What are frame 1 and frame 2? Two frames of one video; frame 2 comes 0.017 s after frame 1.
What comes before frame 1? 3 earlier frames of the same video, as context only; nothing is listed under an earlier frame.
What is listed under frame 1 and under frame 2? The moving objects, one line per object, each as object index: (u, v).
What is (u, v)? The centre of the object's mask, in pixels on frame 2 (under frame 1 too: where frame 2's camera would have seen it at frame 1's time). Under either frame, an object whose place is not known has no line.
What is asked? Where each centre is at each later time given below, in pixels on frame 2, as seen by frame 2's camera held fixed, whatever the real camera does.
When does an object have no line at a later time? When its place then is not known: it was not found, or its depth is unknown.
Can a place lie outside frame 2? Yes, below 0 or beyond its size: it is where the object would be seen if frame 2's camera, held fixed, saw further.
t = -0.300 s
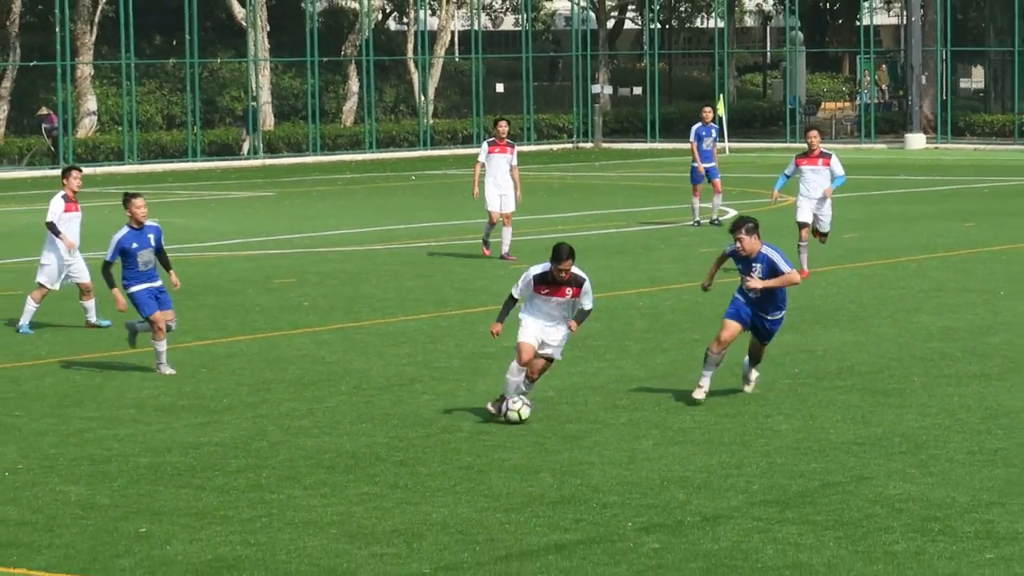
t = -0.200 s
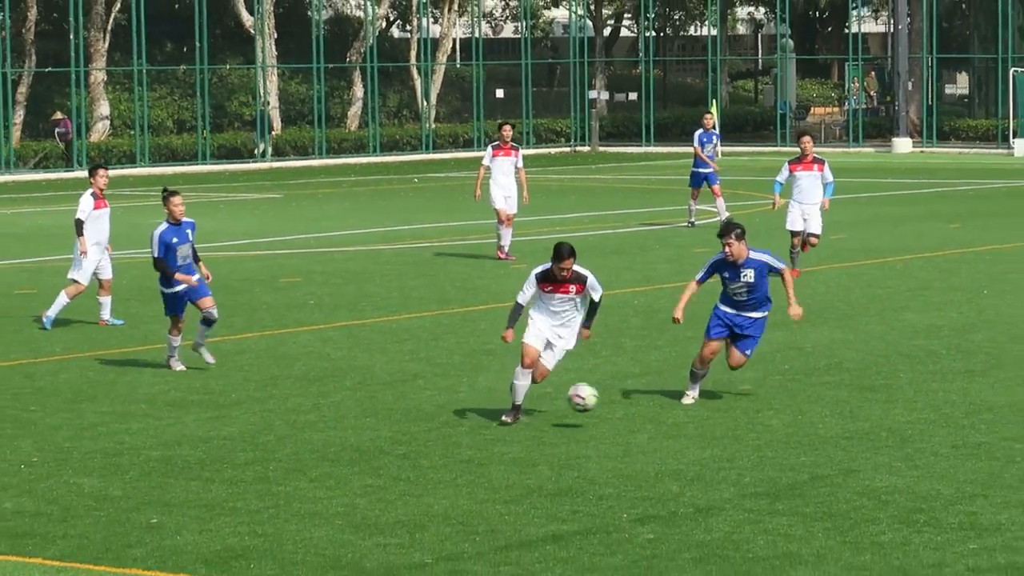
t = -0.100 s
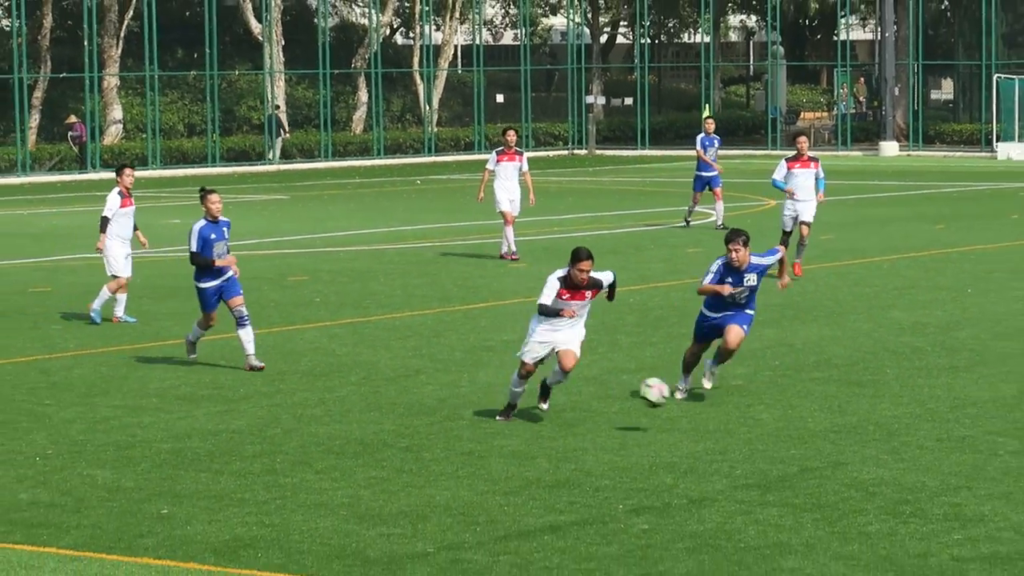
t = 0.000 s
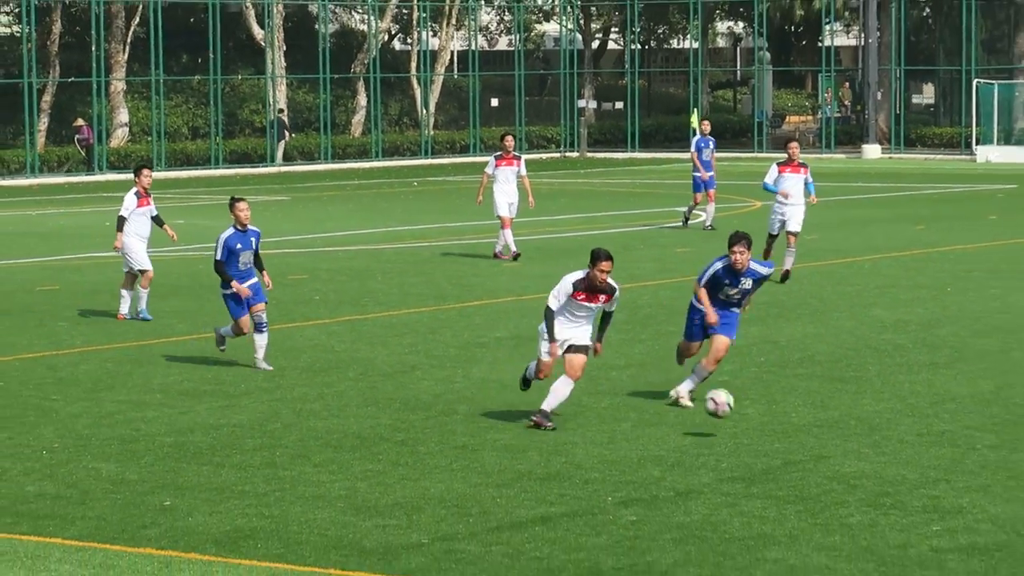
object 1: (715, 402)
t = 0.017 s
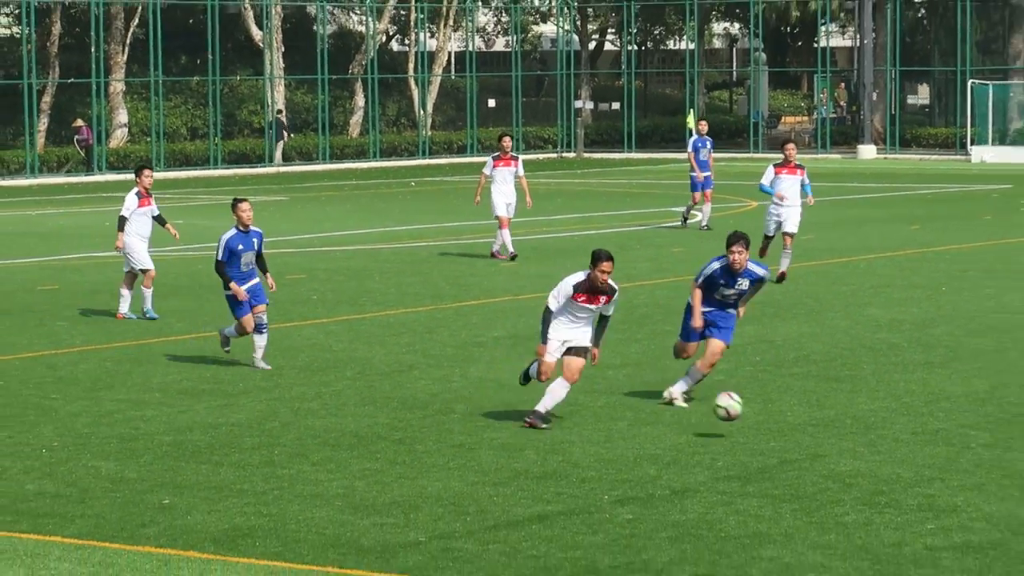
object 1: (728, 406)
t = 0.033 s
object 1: (741, 410)
